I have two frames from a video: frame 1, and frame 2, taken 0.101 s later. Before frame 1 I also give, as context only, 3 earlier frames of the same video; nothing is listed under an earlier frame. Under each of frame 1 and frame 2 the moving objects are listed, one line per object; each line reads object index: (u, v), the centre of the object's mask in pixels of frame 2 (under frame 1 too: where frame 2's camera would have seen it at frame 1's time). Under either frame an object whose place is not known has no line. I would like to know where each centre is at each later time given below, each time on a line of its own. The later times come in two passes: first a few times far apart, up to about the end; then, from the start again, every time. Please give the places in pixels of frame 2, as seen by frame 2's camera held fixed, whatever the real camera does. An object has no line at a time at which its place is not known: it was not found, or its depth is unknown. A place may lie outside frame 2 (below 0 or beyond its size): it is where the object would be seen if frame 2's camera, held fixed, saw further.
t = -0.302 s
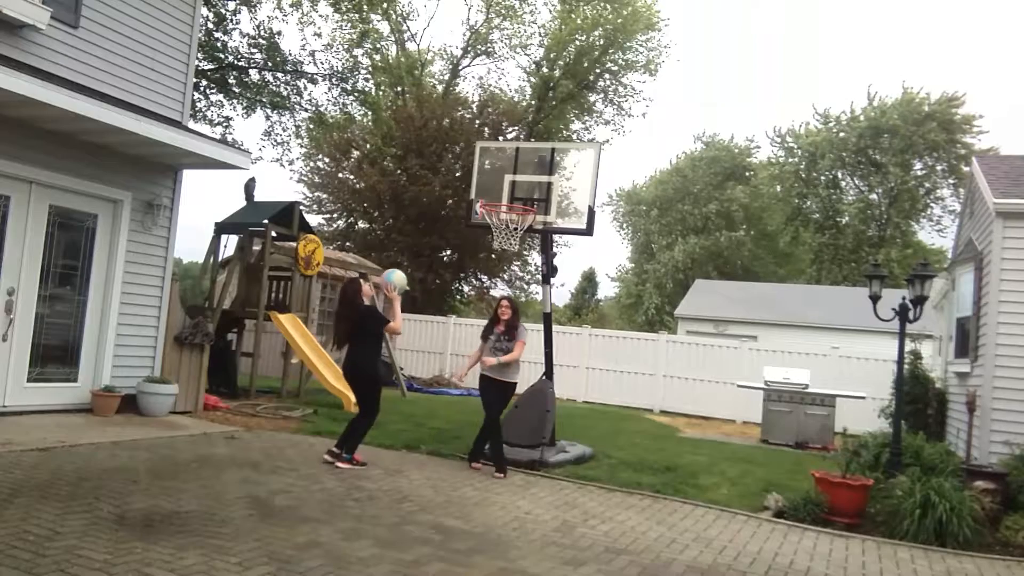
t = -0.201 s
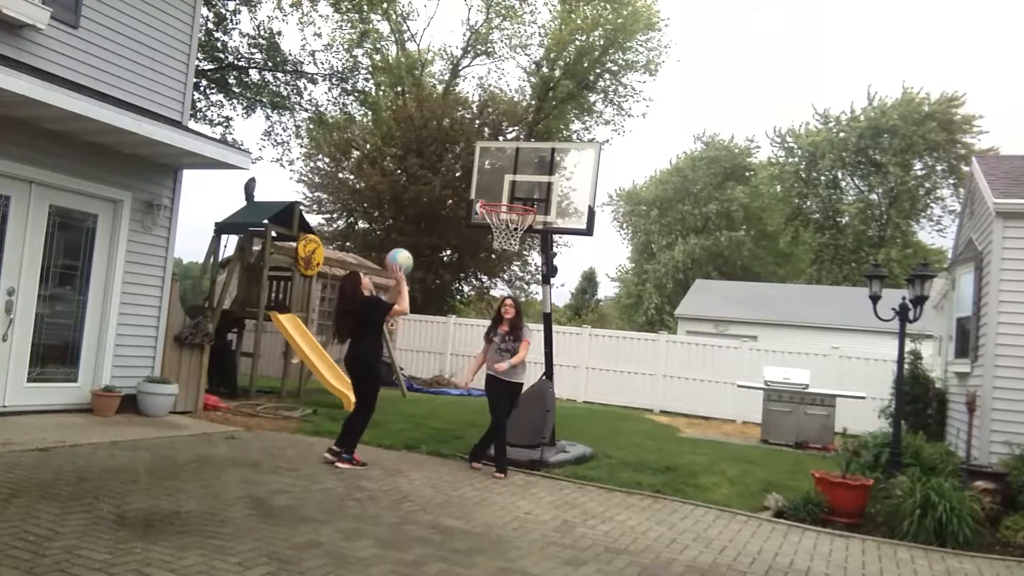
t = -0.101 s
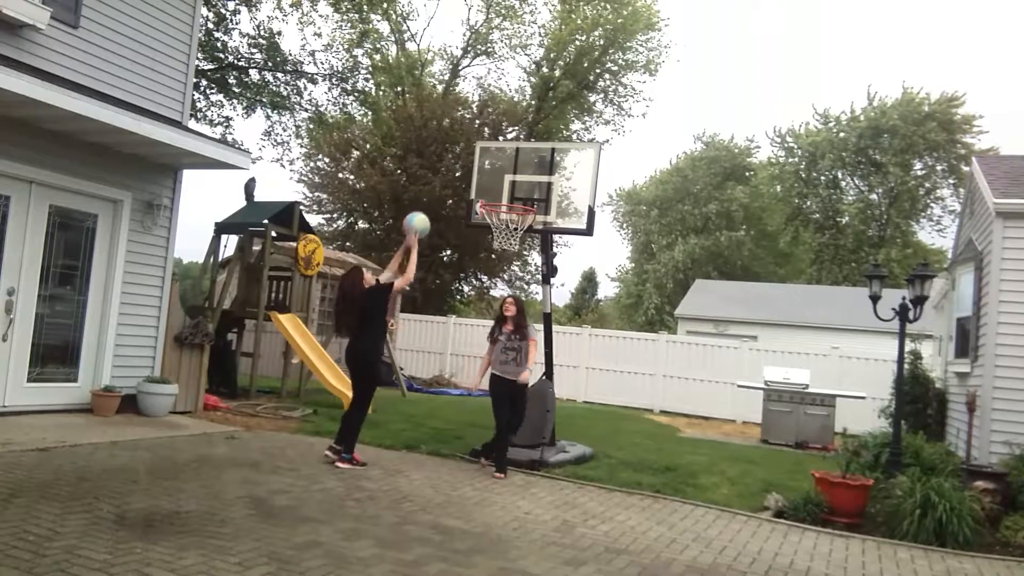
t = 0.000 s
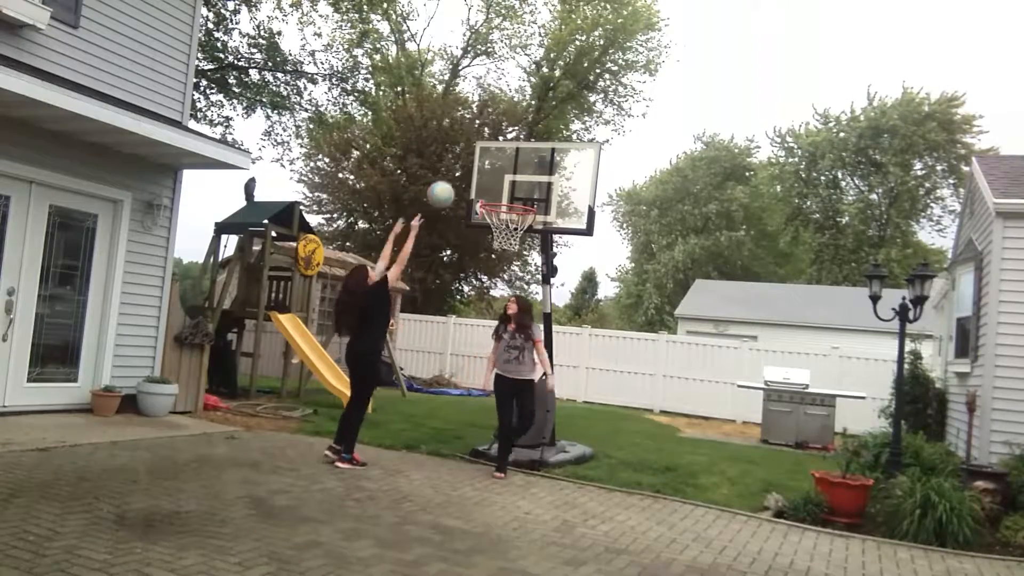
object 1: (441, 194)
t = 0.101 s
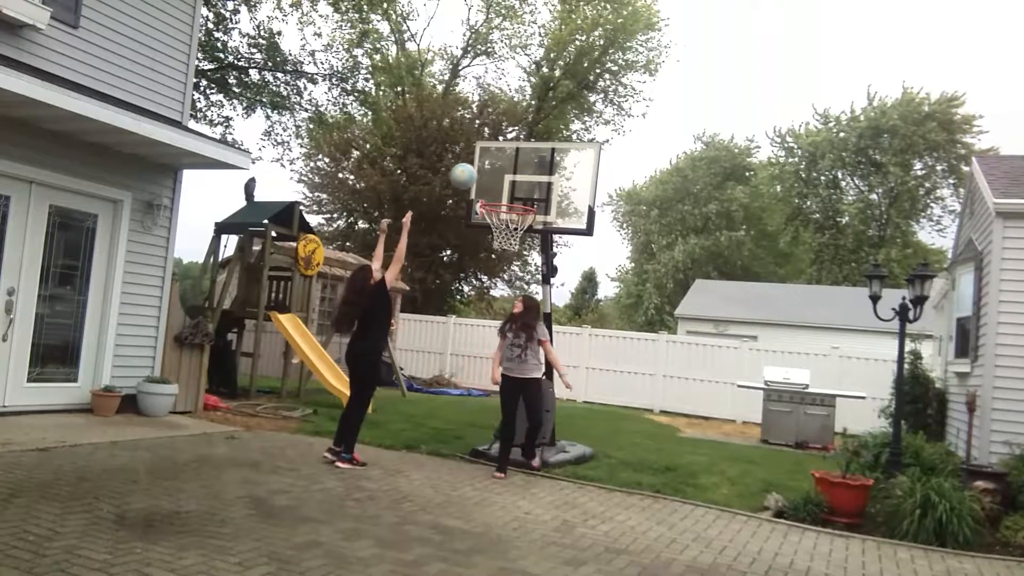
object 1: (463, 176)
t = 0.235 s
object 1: (491, 168)
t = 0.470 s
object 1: (531, 199)
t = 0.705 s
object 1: (504, 172)
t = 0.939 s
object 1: (472, 192)
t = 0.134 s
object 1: (470, 173)
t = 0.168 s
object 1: (477, 170)
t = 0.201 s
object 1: (484, 168)
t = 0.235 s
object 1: (491, 168)
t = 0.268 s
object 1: (497, 169)
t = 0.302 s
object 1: (503, 173)
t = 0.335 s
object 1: (509, 177)
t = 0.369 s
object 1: (515, 182)
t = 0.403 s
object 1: (521, 188)
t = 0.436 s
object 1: (527, 195)
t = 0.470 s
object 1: (531, 199)
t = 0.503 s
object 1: (527, 195)
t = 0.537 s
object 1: (524, 188)
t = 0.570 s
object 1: (520, 182)
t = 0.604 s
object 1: (516, 178)
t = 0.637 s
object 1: (512, 175)
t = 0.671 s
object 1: (508, 174)
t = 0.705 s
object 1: (504, 172)
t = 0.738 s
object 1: (500, 172)
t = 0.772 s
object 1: (495, 174)
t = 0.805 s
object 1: (491, 177)
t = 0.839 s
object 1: (486, 182)
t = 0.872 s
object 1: (481, 187)
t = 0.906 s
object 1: (477, 192)
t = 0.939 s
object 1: (472, 192)
